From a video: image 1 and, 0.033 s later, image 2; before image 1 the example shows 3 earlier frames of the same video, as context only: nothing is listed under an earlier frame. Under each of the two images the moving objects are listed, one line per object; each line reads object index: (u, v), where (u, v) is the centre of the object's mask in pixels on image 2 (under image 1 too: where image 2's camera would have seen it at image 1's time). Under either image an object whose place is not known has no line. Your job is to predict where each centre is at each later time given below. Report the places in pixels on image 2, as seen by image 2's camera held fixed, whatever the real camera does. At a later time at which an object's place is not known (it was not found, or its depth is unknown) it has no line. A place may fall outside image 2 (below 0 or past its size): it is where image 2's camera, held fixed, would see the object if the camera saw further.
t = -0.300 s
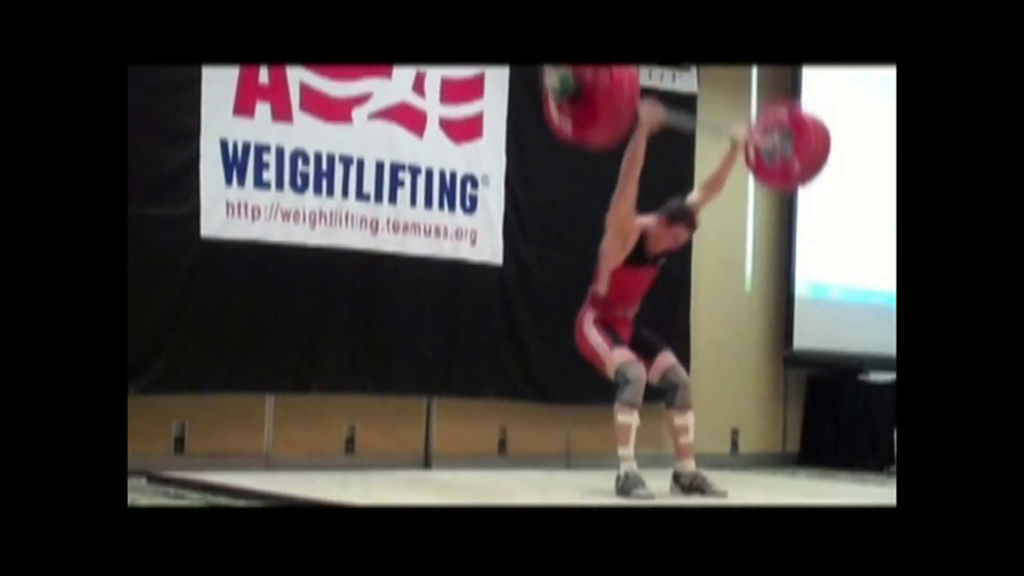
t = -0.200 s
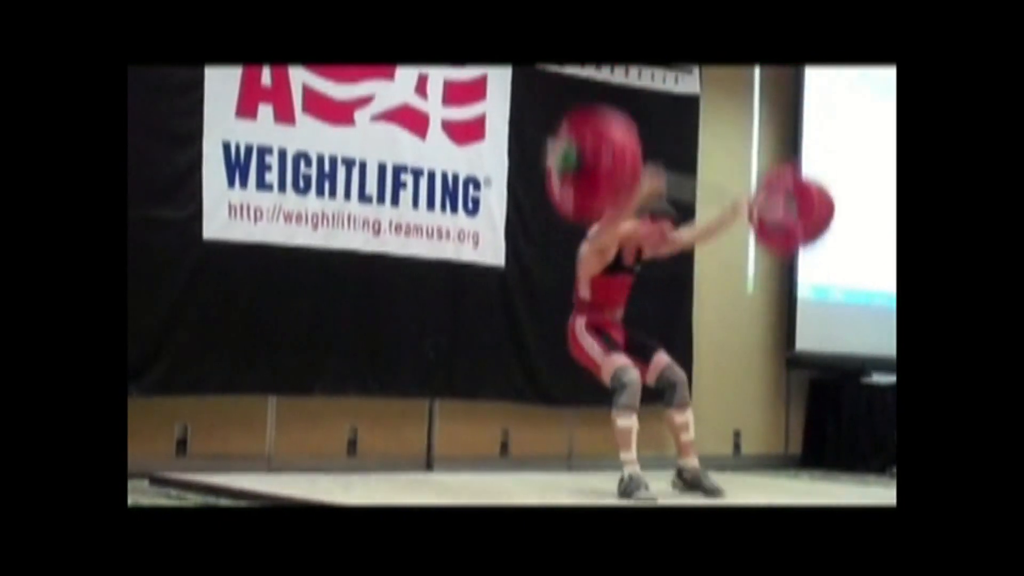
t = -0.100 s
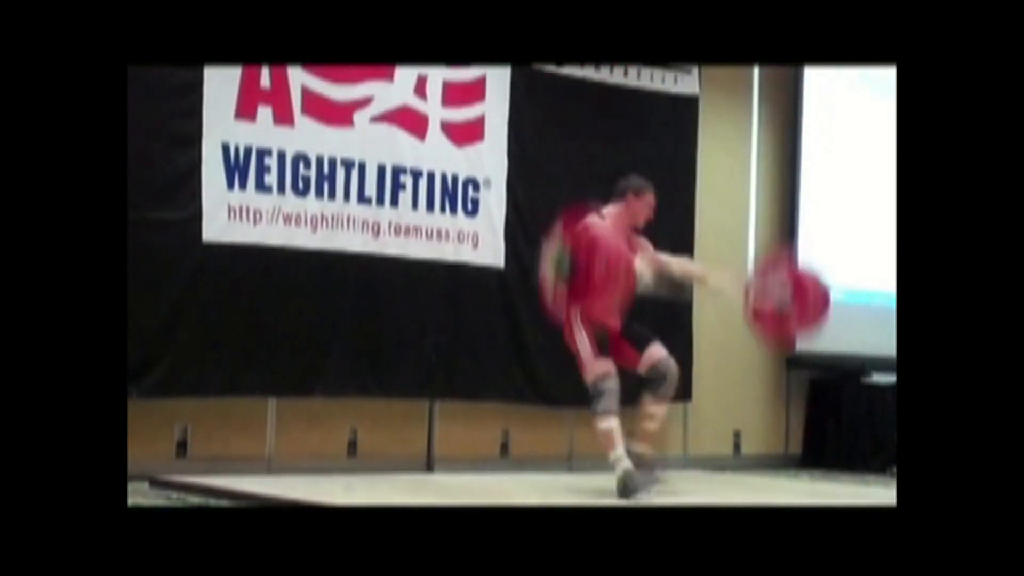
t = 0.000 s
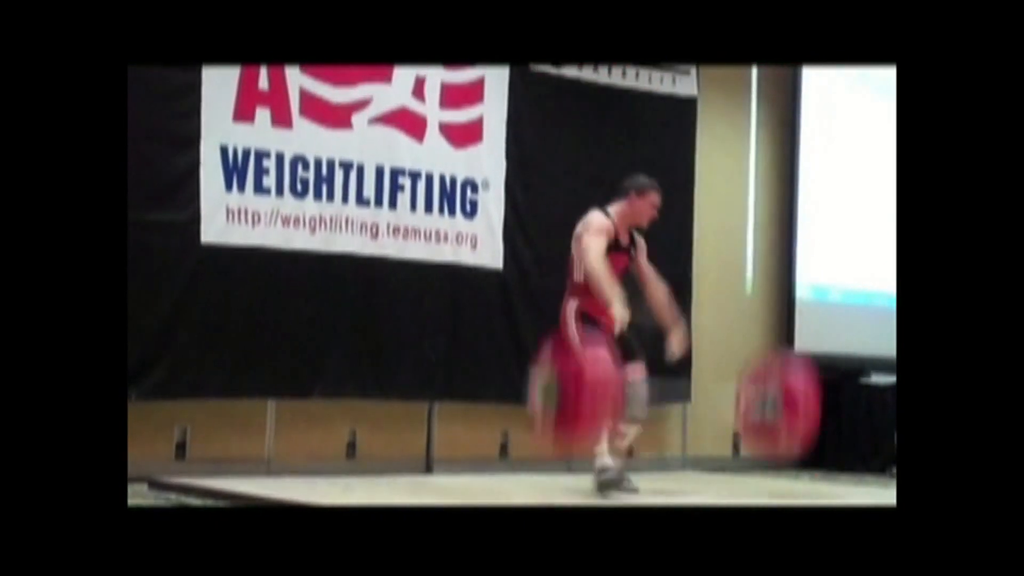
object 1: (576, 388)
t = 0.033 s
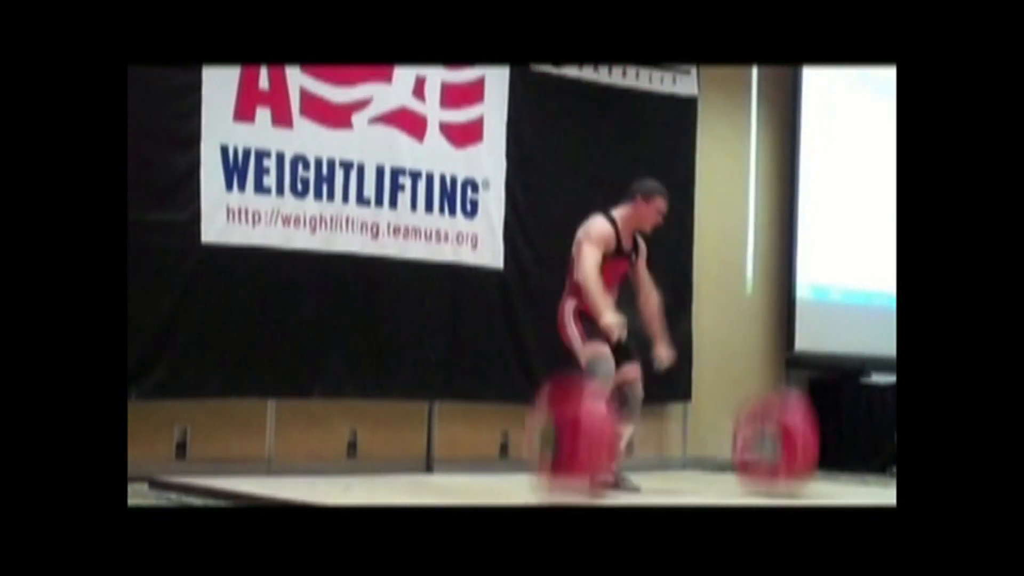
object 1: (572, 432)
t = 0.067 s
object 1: (571, 444)
